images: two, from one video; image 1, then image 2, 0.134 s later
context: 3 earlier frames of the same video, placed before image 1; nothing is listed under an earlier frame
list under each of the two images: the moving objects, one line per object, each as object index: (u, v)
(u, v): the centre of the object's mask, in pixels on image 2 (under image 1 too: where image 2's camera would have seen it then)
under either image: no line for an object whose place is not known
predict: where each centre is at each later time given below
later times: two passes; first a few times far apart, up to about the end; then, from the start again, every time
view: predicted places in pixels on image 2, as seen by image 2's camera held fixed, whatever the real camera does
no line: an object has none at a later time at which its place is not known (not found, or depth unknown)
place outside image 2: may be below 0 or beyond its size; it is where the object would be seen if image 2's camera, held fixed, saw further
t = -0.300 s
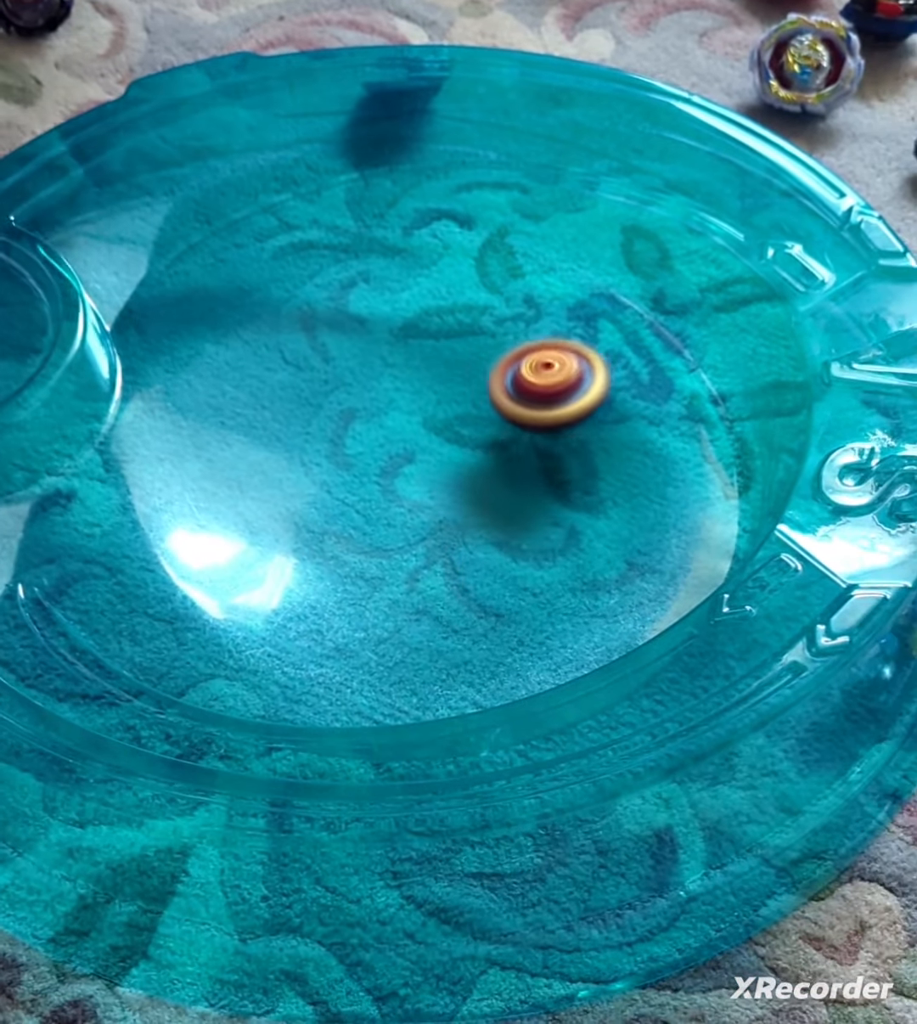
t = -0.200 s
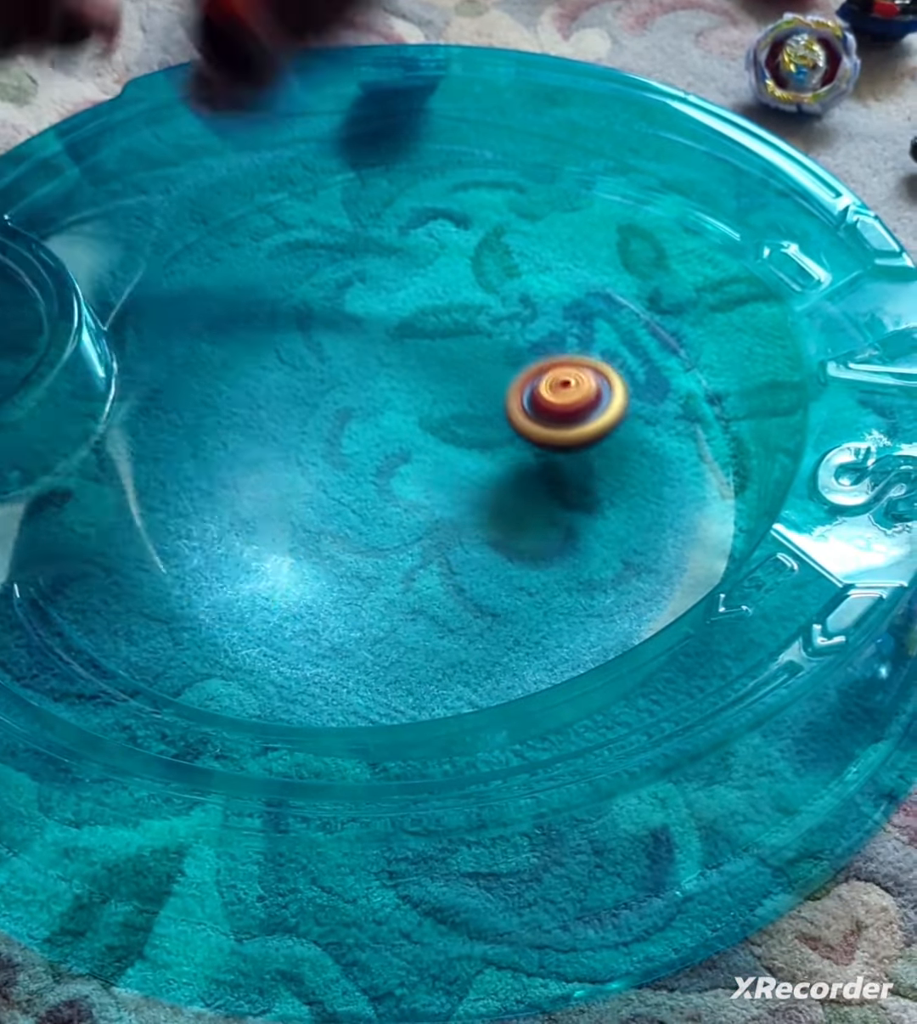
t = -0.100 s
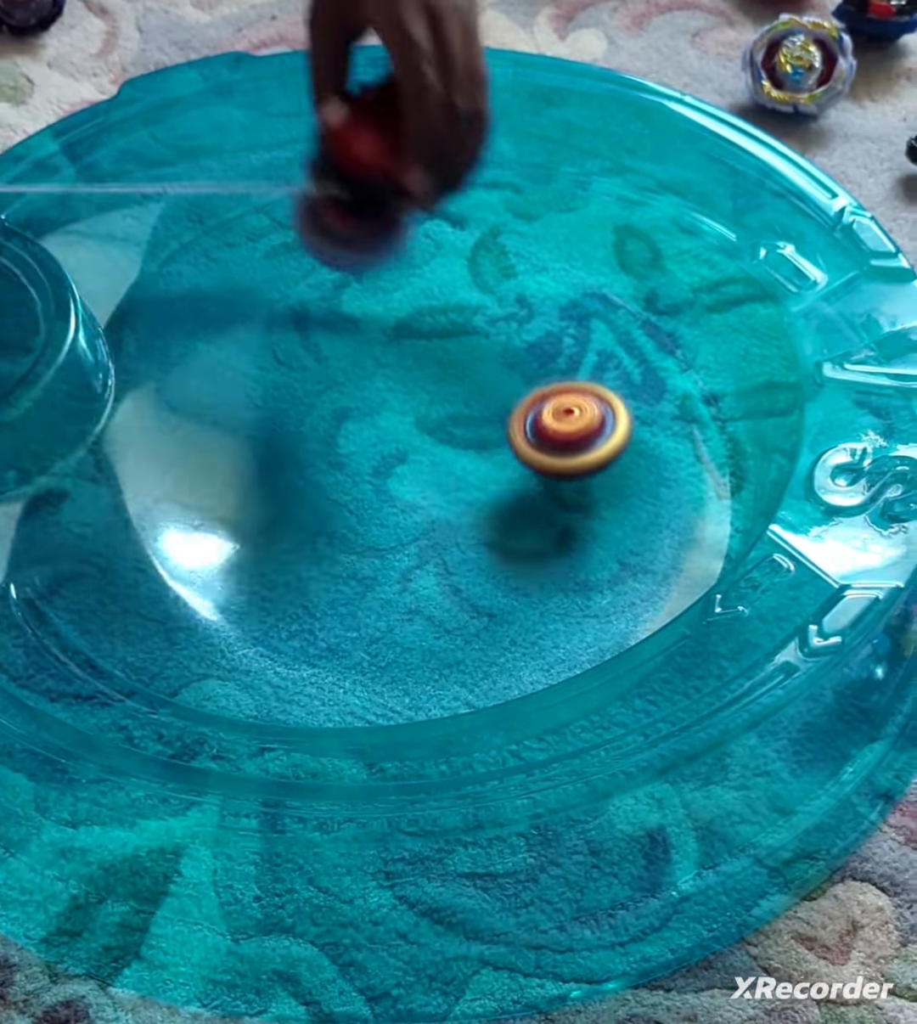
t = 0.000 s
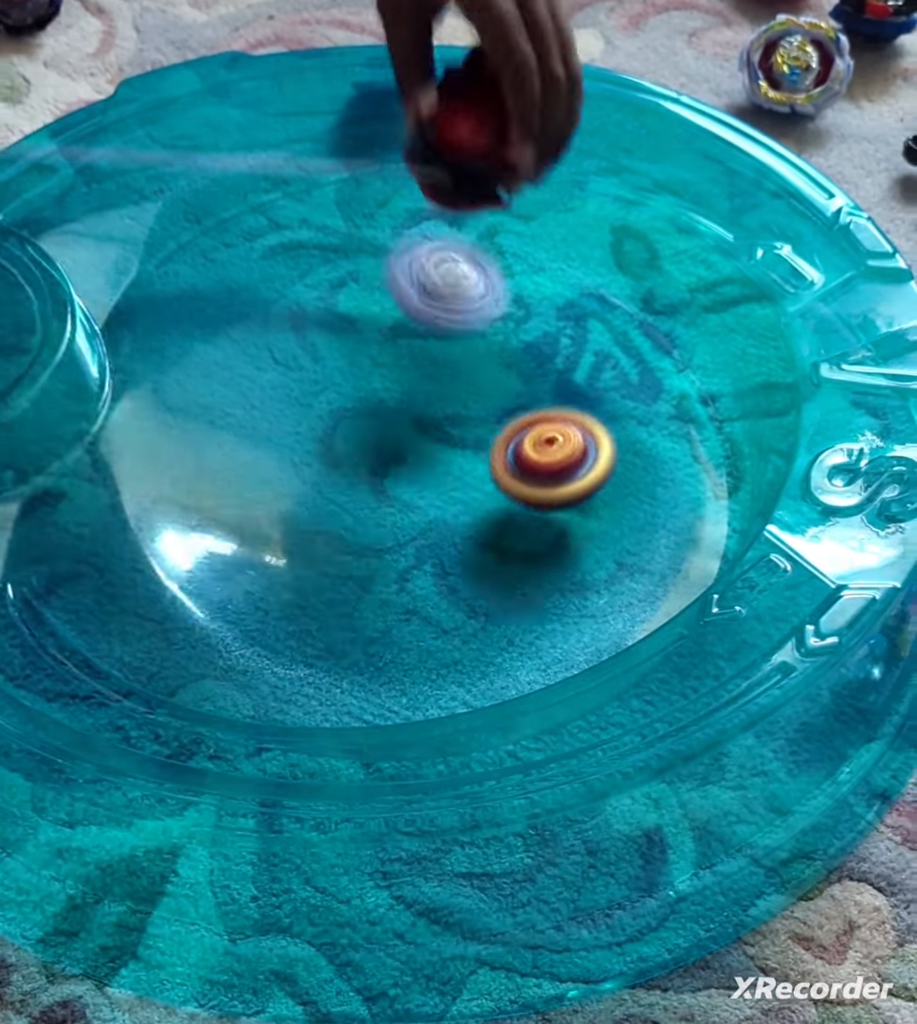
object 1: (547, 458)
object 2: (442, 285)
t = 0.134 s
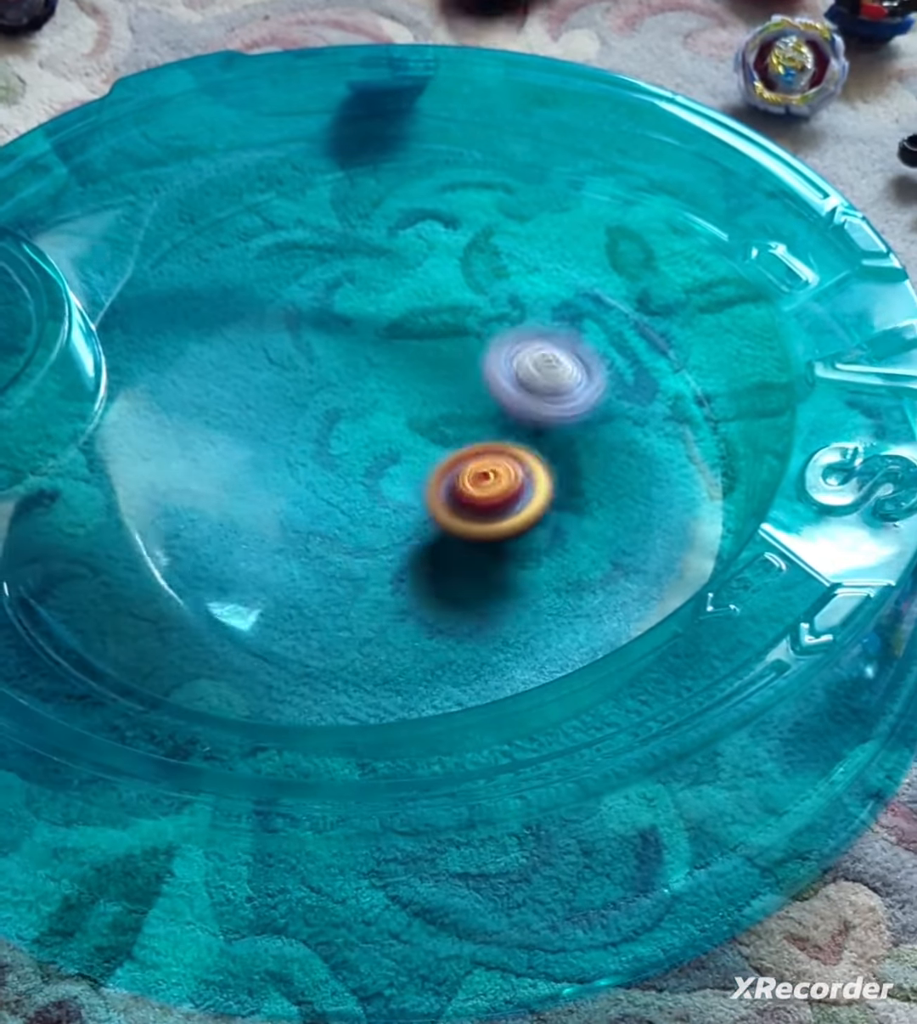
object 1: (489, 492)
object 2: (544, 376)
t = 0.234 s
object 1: (427, 494)
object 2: (585, 471)
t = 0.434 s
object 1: (325, 437)
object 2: (525, 646)
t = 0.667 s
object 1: (332, 362)
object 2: (263, 650)
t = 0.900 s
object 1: (422, 346)
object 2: (123, 517)
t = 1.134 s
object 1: (472, 414)
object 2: (208, 346)
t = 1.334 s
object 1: (404, 494)
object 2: (430, 296)
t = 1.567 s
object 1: (275, 499)
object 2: (638, 394)
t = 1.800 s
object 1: (248, 429)
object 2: (657, 532)
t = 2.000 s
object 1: (319, 389)
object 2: (529, 626)
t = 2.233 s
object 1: (432, 439)
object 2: (279, 620)
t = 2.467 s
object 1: (432, 540)
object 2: (158, 431)
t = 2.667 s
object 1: (341, 577)
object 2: (278, 299)
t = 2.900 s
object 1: (265, 518)
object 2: (498, 282)
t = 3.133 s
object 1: (330, 442)
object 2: (635, 383)
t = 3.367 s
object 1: (462, 443)
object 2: (640, 522)
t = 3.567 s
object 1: (515, 504)
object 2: (511, 617)
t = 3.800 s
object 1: (456, 562)
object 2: (265, 604)
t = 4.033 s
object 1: (354, 538)
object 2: (170, 422)
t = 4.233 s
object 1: (336, 463)
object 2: (295, 305)
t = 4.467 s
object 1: (408, 396)
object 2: (511, 308)
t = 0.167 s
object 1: (470, 495)
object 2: (563, 407)
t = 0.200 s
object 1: (447, 496)
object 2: (575, 437)
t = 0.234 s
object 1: (427, 494)
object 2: (585, 471)
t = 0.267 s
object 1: (407, 489)
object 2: (588, 503)
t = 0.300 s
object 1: (387, 483)
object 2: (585, 536)
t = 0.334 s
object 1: (369, 473)
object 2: (576, 569)
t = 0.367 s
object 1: (353, 462)
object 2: (564, 601)
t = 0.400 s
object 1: (338, 451)
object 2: (549, 627)
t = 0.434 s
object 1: (325, 437)
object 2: (525, 646)
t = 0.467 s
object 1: (316, 423)
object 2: (487, 655)
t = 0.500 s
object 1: (310, 411)
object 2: (448, 660)
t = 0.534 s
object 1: (309, 399)
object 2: (408, 664)
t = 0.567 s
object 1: (311, 388)
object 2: (369, 664)
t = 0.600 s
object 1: (316, 378)
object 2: (331, 663)
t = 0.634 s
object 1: (323, 369)
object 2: (297, 657)
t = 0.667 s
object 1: (332, 362)
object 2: (263, 650)
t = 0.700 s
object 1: (342, 356)
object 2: (229, 636)
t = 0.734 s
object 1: (354, 351)
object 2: (201, 622)
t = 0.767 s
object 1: (367, 347)
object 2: (176, 603)
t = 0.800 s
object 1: (381, 345)
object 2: (154, 582)
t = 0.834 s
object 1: (395, 343)
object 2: (139, 562)
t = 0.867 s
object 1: (408, 343)
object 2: (130, 540)
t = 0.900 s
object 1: (422, 346)
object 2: (123, 517)
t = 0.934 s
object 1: (434, 350)
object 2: (122, 495)
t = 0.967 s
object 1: (446, 356)
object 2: (124, 470)
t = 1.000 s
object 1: (455, 364)
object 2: (132, 444)
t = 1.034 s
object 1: (463, 374)
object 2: (142, 418)
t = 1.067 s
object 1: (469, 386)
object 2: (160, 391)
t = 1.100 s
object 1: (472, 399)
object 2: (181, 364)
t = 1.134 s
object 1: (472, 414)
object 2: (208, 346)
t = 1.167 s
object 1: (469, 429)
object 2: (241, 328)
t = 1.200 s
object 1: (463, 444)
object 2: (275, 316)
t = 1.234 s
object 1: (453, 459)
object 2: (313, 305)
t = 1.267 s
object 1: (439, 474)
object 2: (352, 298)
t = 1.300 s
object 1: (423, 485)
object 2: (390, 294)
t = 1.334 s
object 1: (404, 494)
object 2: (430, 296)
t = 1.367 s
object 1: (386, 501)
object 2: (467, 302)
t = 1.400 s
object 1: (365, 507)
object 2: (504, 312)
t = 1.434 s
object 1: (345, 509)
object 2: (538, 324)
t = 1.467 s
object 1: (326, 510)
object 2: (568, 337)
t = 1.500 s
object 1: (307, 508)
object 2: (595, 352)
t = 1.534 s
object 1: (290, 505)
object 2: (618, 373)
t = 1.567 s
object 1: (275, 499)
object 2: (638, 394)
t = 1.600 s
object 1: (262, 491)
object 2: (654, 413)
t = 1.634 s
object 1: (253, 482)
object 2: (667, 433)
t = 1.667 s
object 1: (246, 472)
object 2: (679, 453)
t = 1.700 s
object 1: (242, 462)
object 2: (681, 472)
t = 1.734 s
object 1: (241, 451)
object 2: (675, 493)
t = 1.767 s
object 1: (243, 440)
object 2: (668, 512)
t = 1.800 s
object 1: (248, 429)
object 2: (657, 532)
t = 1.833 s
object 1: (254, 419)
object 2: (645, 550)
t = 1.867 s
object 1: (263, 410)
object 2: (625, 568)
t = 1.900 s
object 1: (274, 401)
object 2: (609, 583)
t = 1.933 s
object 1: (287, 395)
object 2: (586, 599)
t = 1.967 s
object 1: (303, 391)
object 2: (559, 612)
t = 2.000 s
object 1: (319, 389)
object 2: (529, 626)
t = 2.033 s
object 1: (338, 390)
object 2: (498, 637)
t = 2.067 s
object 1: (356, 392)
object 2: (463, 643)
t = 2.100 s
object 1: (374, 397)
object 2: (426, 648)
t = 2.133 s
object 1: (391, 405)
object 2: (389, 648)
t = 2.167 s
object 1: (407, 414)
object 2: (351, 643)
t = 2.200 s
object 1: (420, 426)
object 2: (314, 634)
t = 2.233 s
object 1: (432, 439)
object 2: (279, 620)
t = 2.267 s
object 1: (442, 454)
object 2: (243, 602)
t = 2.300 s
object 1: (447, 469)
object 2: (212, 577)
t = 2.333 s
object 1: (450, 485)
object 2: (186, 550)
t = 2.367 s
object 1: (450, 499)
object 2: (170, 522)
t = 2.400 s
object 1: (446, 514)
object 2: (159, 492)
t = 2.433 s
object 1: (440, 528)
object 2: (156, 462)
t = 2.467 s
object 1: (432, 540)
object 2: (158, 431)
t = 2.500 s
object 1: (420, 551)
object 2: (166, 403)
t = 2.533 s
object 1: (407, 561)
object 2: (179, 376)
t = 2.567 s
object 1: (392, 569)
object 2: (197, 351)
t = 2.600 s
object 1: (375, 574)
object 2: (221, 331)
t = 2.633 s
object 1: (358, 577)
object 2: (249, 313)
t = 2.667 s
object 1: (341, 577)
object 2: (278, 299)
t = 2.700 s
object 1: (324, 575)
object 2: (310, 288)
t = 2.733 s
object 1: (307, 570)
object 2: (343, 278)
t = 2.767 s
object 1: (294, 563)
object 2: (376, 273)
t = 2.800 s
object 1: (283, 553)
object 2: (409, 271)
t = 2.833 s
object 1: (273, 542)
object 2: (441, 271)
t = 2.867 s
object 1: (267, 530)
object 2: (471, 275)
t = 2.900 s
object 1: (265, 518)
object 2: (498, 282)
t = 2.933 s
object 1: (266, 505)
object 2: (525, 292)
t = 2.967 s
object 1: (270, 492)
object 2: (550, 304)
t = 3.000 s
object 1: (277, 480)
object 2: (571, 317)
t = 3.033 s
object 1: (287, 468)
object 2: (591, 332)
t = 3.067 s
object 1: (300, 458)
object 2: (608, 347)
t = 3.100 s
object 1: (313, 449)
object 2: (623, 363)
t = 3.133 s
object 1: (330, 442)
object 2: (635, 383)
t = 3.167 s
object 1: (348, 436)
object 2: (645, 401)
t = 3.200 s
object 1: (367, 433)
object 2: (651, 421)
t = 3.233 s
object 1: (387, 431)
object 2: (655, 440)
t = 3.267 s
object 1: (406, 431)
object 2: (657, 461)
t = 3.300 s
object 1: (426, 433)
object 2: (657, 483)
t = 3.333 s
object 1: (444, 437)
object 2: (651, 501)
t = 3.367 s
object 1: (462, 443)
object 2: (640, 522)
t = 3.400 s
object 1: (477, 450)
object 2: (629, 540)
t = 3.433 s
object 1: (490, 459)
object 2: (614, 557)
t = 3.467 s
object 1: (500, 469)
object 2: (592, 575)
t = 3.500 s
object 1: (508, 481)
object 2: (567, 592)
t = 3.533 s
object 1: (513, 493)
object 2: (541, 606)
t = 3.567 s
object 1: (515, 504)
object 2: (511, 617)
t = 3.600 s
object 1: (514, 515)
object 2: (480, 628)
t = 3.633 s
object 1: (510, 526)
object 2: (448, 636)
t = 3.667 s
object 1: (503, 536)
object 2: (411, 638)
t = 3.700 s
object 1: (494, 545)
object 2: (373, 637)
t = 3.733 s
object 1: (484, 552)
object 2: (334, 631)
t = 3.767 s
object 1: (471, 558)
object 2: (299, 621)
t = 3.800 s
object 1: (456, 562)
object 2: (265, 604)
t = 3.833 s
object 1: (441, 564)
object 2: (233, 583)
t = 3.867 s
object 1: (425, 564)
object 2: (207, 560)
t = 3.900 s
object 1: (409, 563)
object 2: (186, 532)
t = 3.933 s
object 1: (393, 560)
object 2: (173, 505)
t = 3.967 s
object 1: (379, 555)
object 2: (167, 477)
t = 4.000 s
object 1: (366, 547)
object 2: (164, 448)
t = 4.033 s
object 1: (354, 538)
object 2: (170, 422)
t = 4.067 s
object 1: (345, 527)
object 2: (180, 396)
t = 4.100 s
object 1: (337, 515)
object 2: (195, 371)
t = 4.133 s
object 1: (333, 502)
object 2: (214, 350)
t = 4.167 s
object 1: (332, 489)
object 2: (237, 333)
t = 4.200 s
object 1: (334, 476)
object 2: (266, 318)
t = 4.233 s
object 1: (336, 463)
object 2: (295, 305)
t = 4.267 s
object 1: (340, 450)
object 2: (326, 295)
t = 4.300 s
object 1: (346, 438)
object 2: (358, 290)
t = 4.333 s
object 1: (355, 426)
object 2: (388, 287)
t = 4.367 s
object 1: (366, 417)
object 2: (421, 287)
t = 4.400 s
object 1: (379, 408)
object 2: (452, 290)
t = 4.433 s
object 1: (393, 400)
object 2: (482, 298)
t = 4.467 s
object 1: (408, 396)
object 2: (511, 308)
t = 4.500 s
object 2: (536, 321)
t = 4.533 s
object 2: (559, 337)
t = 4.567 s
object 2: (580, 350)
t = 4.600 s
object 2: (596, 371)
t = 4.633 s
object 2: (608, 392)
